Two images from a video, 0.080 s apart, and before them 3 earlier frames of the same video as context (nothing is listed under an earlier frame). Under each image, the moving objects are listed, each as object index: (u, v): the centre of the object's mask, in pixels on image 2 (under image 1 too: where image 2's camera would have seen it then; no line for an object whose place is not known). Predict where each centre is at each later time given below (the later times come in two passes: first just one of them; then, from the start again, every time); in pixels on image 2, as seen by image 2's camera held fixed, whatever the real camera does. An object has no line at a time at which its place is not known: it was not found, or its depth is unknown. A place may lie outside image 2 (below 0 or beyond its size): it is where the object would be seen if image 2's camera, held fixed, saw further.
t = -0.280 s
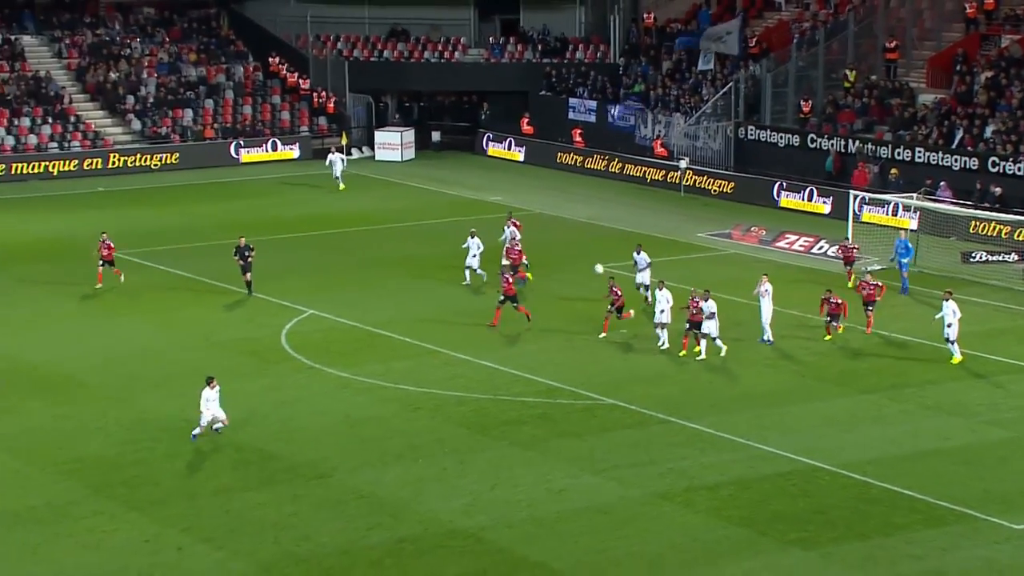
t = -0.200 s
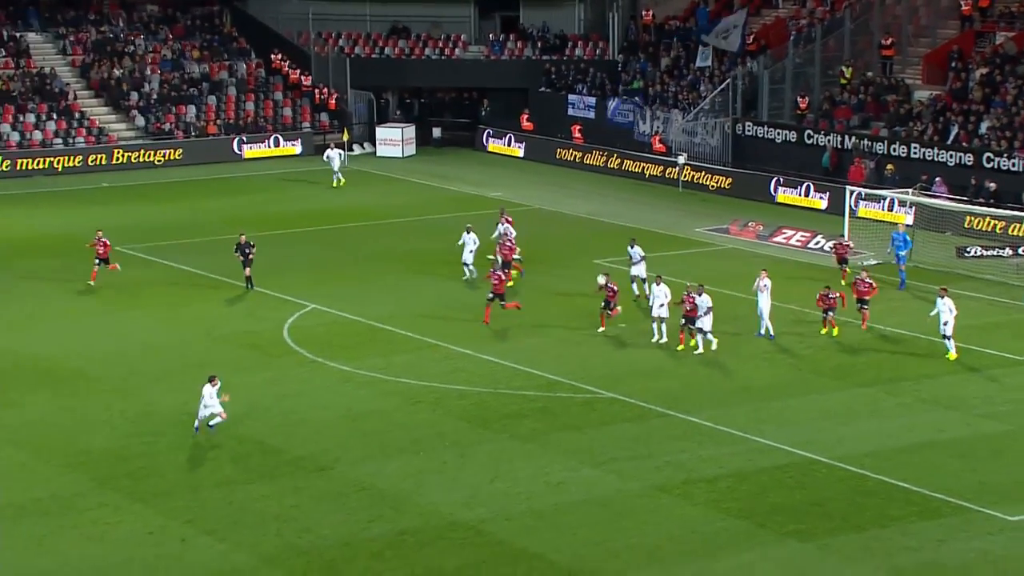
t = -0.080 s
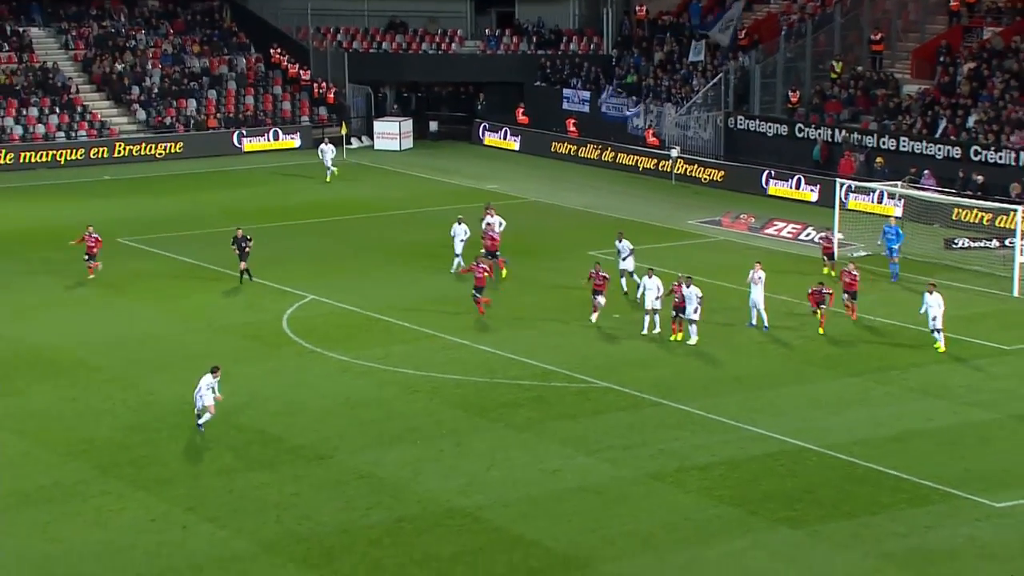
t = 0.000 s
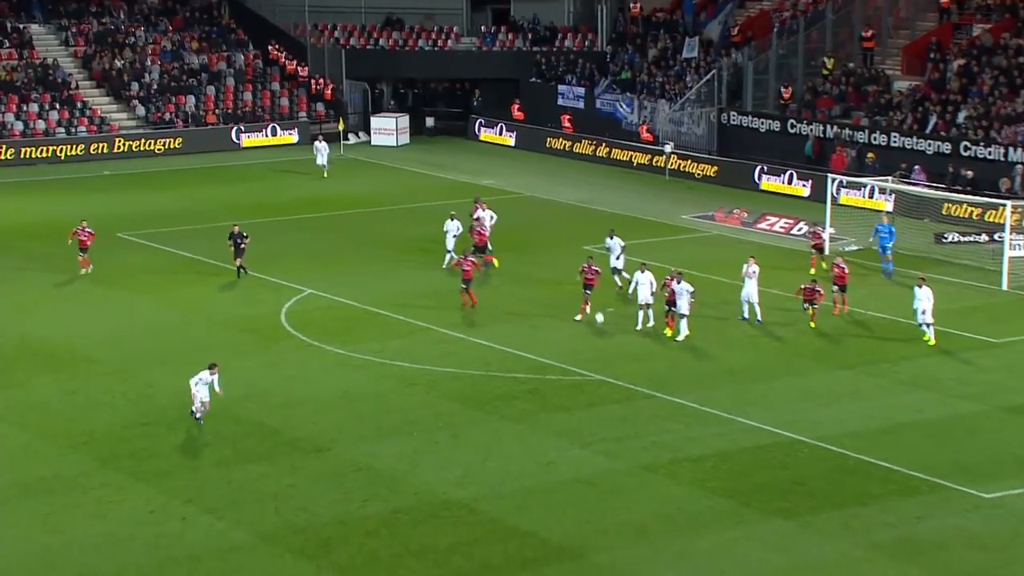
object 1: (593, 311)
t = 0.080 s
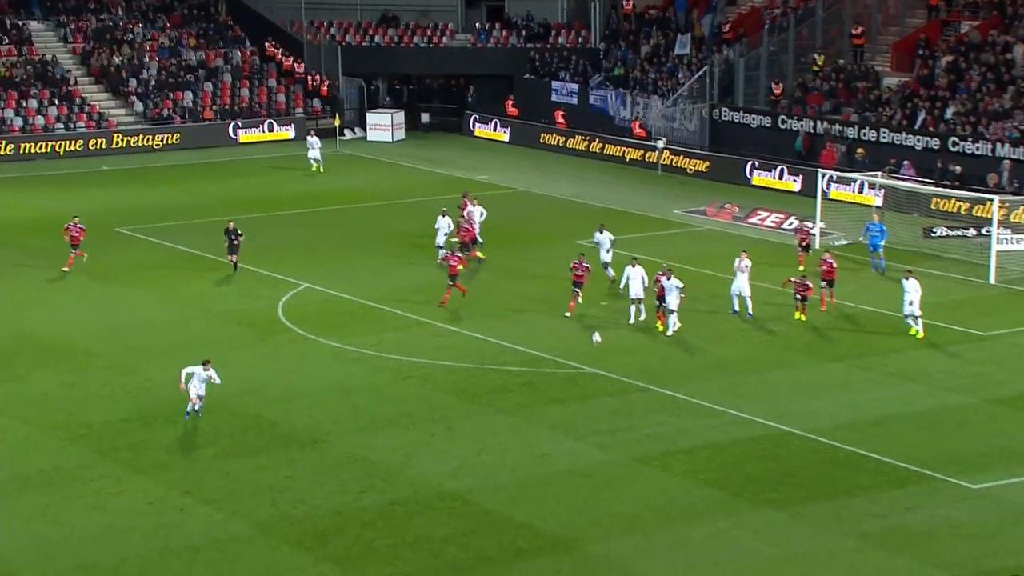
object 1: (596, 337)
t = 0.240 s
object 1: (606, 398)
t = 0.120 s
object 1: (598, 351)
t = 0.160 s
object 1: (601, 366)
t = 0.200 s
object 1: (603, 381)
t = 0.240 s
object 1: (606, 398)
